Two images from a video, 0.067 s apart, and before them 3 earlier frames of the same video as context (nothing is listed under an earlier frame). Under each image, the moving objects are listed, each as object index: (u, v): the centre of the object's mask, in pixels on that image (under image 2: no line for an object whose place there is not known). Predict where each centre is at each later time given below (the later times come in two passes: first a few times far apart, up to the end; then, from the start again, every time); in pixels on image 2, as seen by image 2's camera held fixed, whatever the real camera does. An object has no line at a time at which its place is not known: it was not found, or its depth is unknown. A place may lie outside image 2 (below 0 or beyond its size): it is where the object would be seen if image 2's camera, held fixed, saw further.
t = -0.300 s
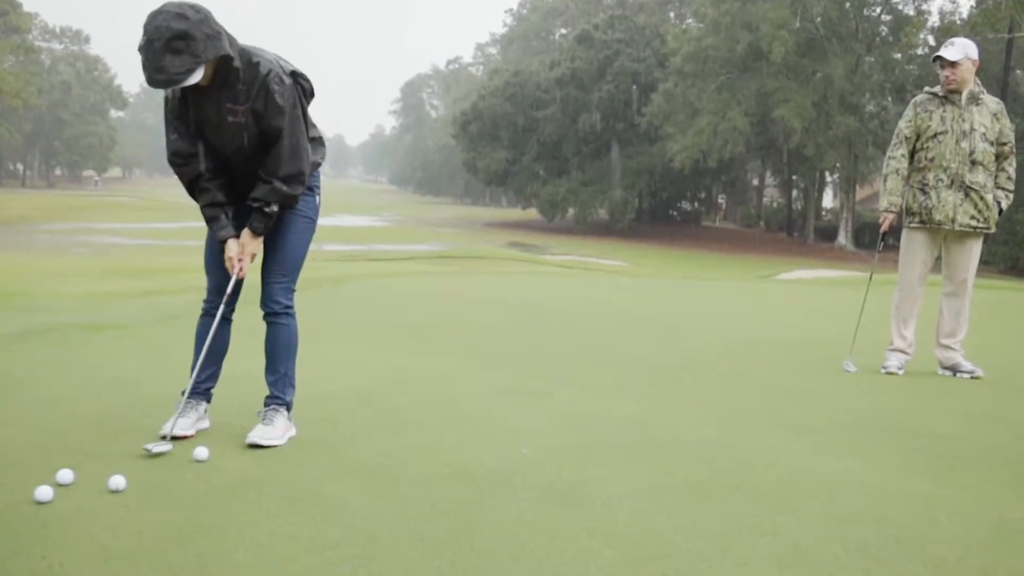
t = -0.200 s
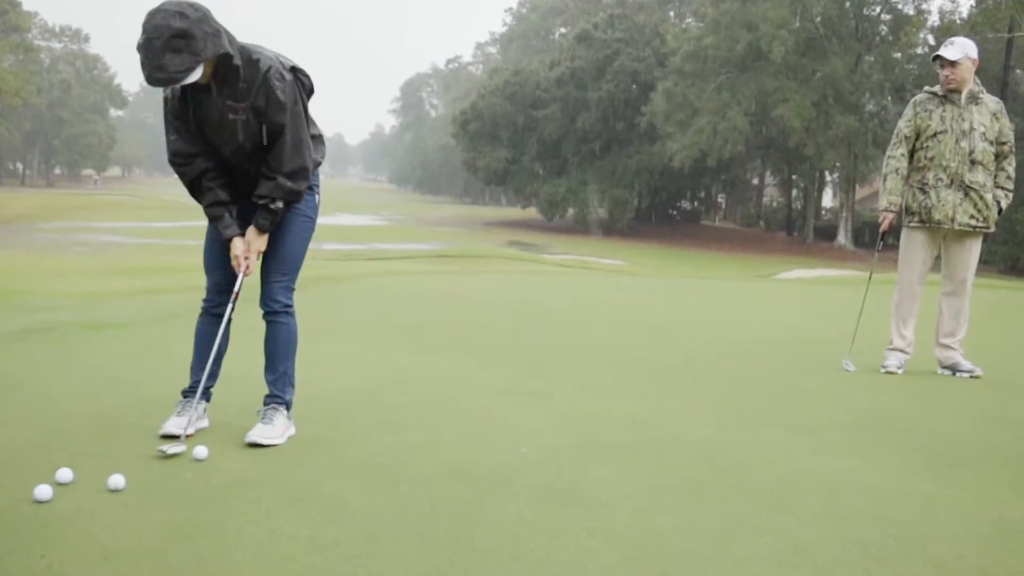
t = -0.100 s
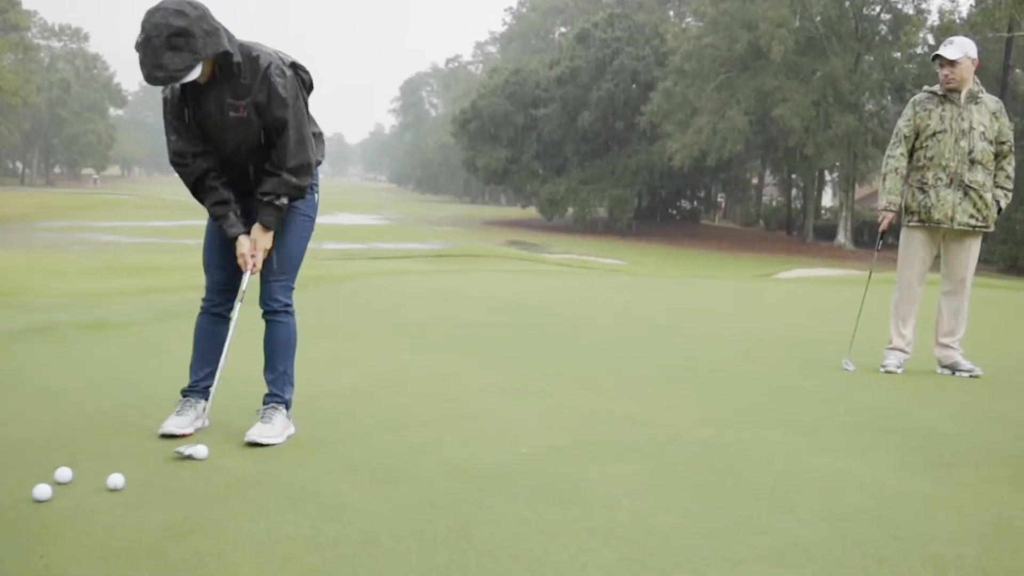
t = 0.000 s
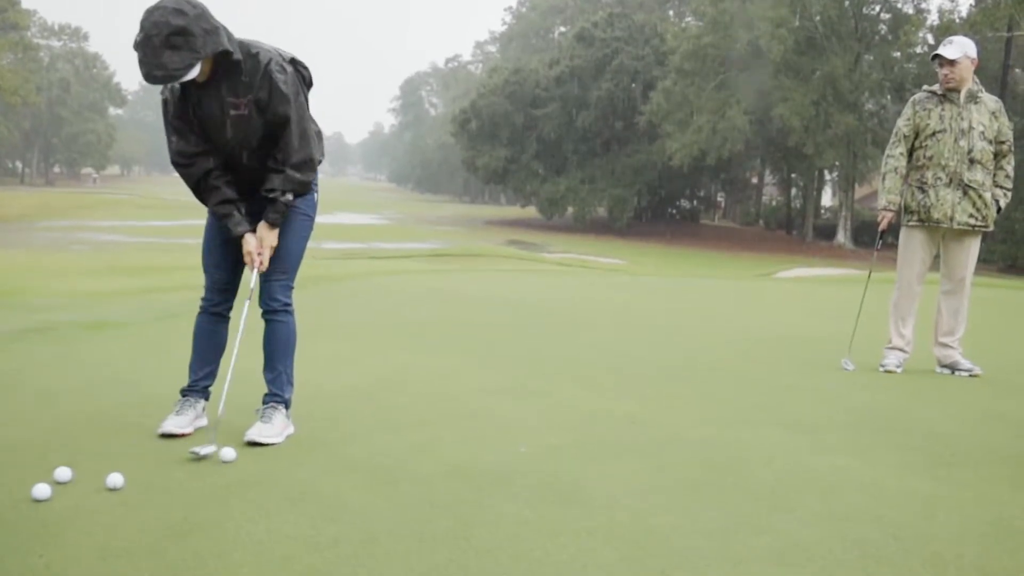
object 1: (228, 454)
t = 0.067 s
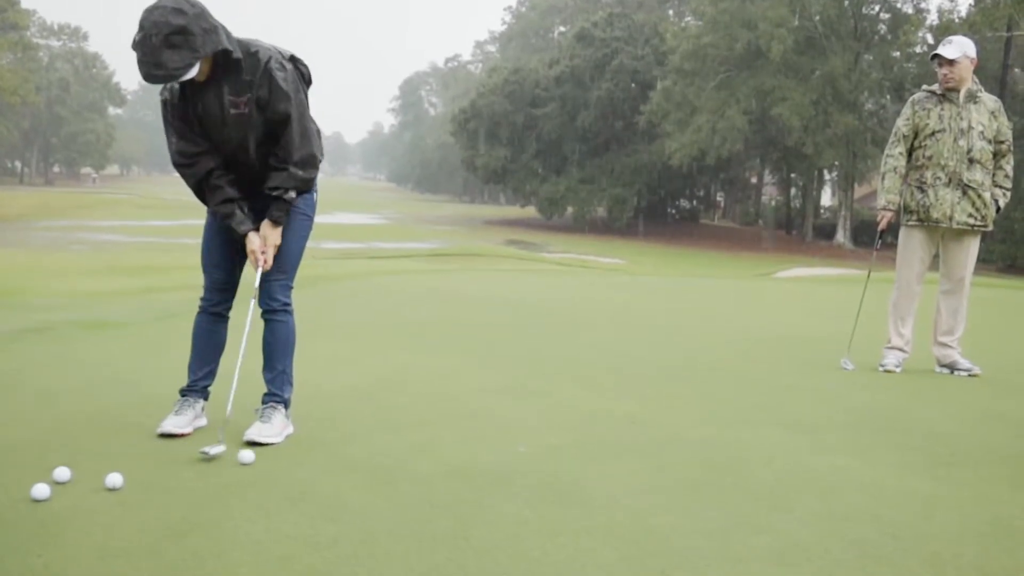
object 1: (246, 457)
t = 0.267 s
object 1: (303, 464)
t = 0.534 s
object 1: (378, 472)
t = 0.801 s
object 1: (453, 481)
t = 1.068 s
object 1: (524, 489)
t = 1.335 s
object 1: (592, 497)
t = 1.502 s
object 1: (632, 502)
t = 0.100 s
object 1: (255, 458)
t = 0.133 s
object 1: (265, 459)
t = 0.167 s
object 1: (274, 460)
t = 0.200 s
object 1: (284, 461)
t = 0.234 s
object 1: (293, 463)
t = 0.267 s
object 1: (303, 464)
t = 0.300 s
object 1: (313, 465)
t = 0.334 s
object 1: (322, 466)
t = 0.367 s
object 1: (331, 466)
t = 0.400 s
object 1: (341, 467)
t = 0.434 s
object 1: (350, 468)
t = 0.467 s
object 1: (360, 469)
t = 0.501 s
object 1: (369, 471)
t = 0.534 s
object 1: (378, 472)
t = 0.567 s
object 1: (388, 474)
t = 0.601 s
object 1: (397, 474)
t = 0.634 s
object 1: (407, 475)
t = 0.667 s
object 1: (416, 476)
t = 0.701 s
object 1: (425, 477)
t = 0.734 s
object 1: (434, 478)
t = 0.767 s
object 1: (444, 479)
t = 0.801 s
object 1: (453, 481)
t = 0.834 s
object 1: (462, 482)
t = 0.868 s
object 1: (471, 483)
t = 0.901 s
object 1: (480, 484)
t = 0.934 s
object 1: (488, 485)
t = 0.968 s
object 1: (497, 486)
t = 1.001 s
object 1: (506, 487)
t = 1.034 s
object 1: (515, 488)
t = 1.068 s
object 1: (524, 489)
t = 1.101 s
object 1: (533, 490)
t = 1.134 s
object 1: (541, 491)
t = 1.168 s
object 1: (549, 492)
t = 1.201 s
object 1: (558, 493)
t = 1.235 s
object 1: (567, 494)
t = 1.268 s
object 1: (575, 495)
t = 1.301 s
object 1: (583, 496)
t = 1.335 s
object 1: (592, 497)
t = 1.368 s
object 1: (600, 498)
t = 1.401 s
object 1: (608, 499)
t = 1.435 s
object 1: (616, 500)
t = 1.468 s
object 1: (624, 501)
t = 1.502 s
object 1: (632, 502)
